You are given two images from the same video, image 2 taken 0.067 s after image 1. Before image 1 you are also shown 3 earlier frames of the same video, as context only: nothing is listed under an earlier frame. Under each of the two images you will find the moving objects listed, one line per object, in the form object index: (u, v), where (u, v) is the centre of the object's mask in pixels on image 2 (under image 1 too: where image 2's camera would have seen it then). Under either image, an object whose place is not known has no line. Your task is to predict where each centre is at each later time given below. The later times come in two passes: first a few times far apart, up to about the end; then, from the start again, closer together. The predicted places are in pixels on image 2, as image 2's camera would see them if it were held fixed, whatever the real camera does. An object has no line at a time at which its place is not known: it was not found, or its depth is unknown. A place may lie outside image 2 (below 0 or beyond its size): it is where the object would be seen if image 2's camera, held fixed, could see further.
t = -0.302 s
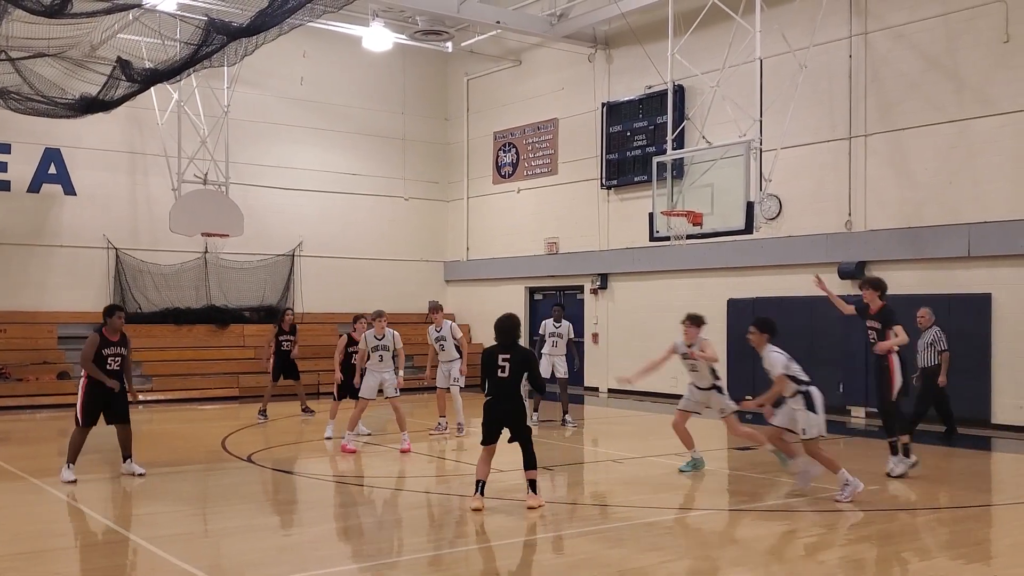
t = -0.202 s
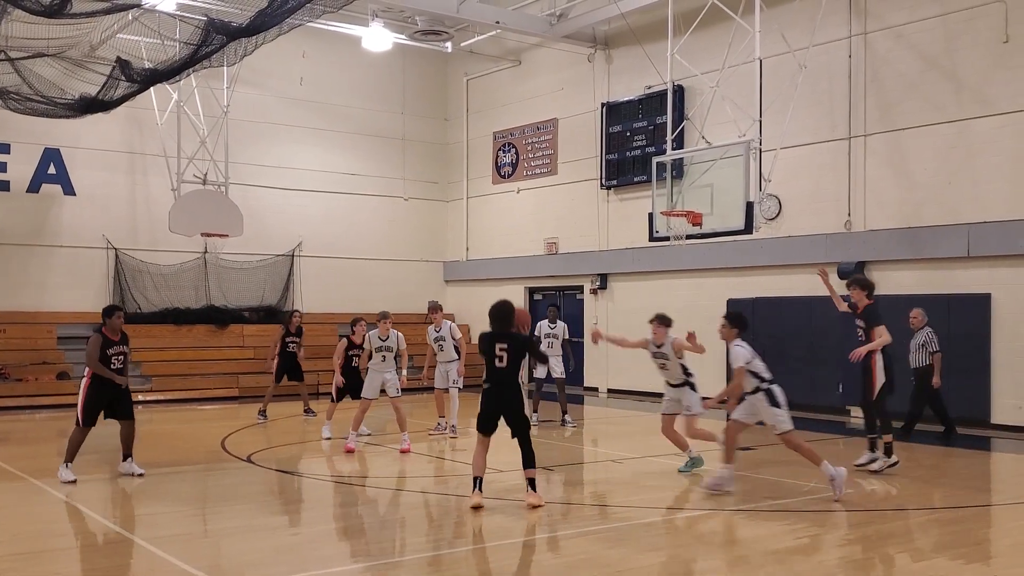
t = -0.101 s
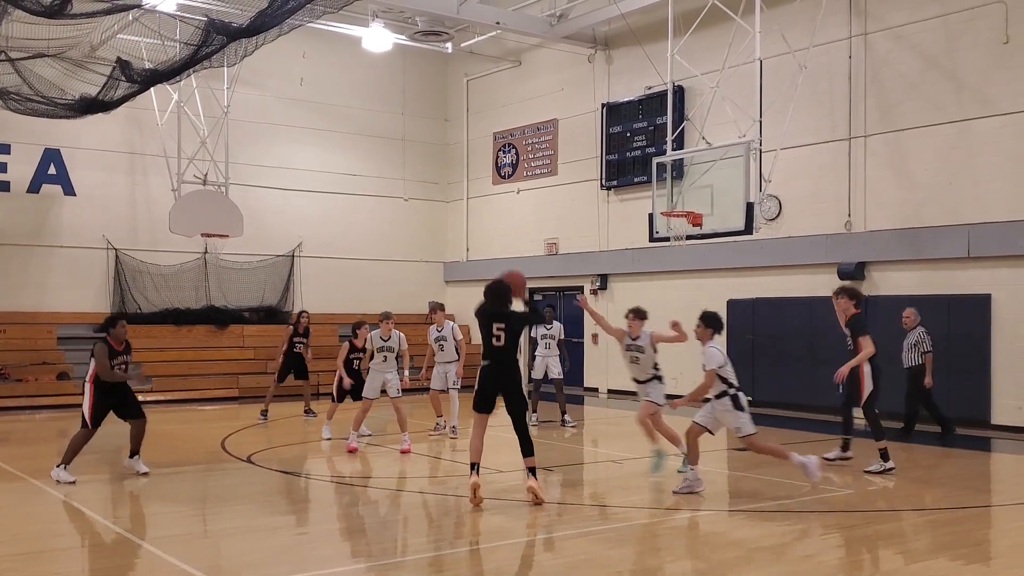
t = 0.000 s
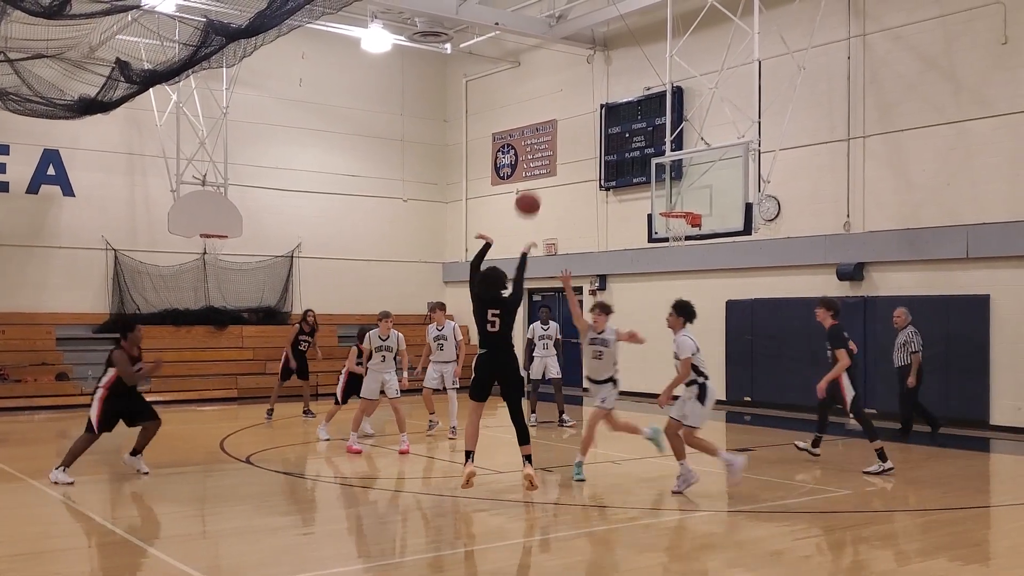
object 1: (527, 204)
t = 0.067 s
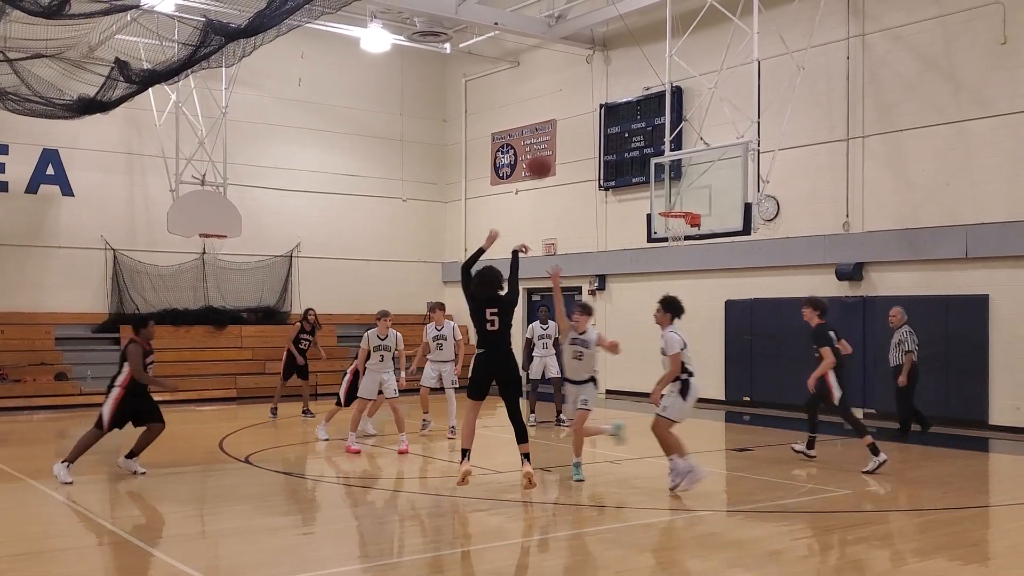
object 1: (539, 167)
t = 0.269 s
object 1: (571, 92)
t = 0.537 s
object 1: (603, 67)
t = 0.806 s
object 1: (628, 100)
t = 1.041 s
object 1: (644, 164)
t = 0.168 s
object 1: (556, 121)
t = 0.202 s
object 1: (561, 110)
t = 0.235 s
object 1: (566, 100)
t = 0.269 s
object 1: (571, 92)
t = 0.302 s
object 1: (576, 84)
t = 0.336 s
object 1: (580, 79)
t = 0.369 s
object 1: (584, 74)
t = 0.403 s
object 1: (589, 70)
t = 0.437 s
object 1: (592, 68)
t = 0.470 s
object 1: (596, 66)
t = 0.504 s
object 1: (600, 66)
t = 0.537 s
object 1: (603, 67)
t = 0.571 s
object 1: (607, 68)
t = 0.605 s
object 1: (610, 70)
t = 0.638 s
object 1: (613, 73)
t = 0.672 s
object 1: (616, 77)
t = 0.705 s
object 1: (619, 82)
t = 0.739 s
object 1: (622, 87)
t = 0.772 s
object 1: (625, 93)
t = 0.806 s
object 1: (628, 100)
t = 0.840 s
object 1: (631, 107)
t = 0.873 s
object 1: (633, 115)
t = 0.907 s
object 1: (636, 124)
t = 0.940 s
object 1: (638, 133)
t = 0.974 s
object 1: (640, 143)
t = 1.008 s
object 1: (643, 154)
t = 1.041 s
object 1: (644, 164)
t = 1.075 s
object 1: (646, 175)
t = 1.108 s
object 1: (649, 187)
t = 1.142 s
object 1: (651, 200)
